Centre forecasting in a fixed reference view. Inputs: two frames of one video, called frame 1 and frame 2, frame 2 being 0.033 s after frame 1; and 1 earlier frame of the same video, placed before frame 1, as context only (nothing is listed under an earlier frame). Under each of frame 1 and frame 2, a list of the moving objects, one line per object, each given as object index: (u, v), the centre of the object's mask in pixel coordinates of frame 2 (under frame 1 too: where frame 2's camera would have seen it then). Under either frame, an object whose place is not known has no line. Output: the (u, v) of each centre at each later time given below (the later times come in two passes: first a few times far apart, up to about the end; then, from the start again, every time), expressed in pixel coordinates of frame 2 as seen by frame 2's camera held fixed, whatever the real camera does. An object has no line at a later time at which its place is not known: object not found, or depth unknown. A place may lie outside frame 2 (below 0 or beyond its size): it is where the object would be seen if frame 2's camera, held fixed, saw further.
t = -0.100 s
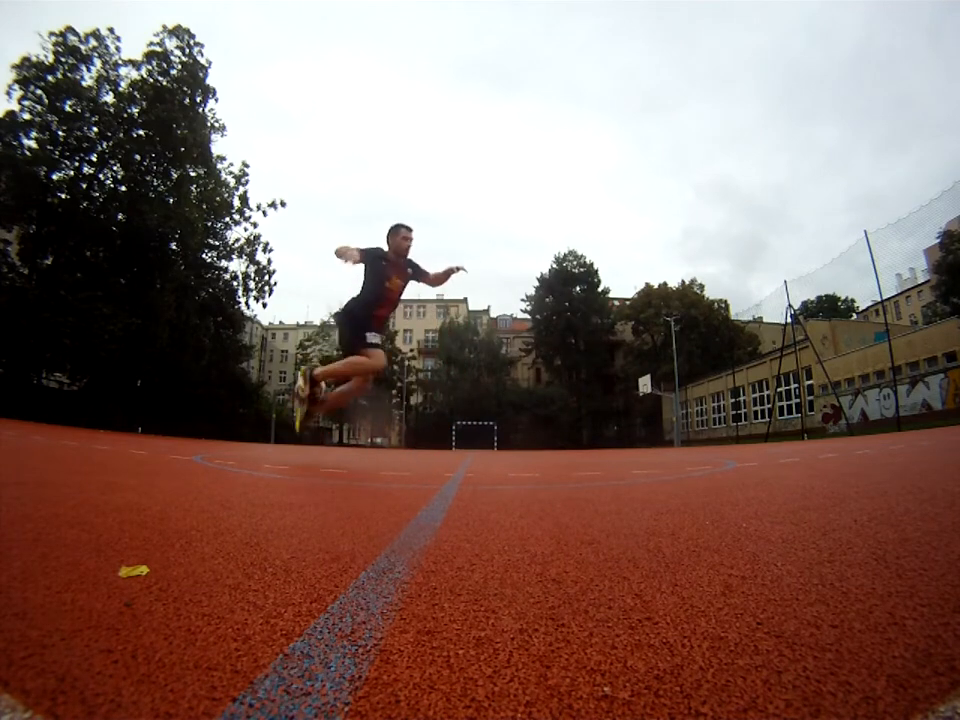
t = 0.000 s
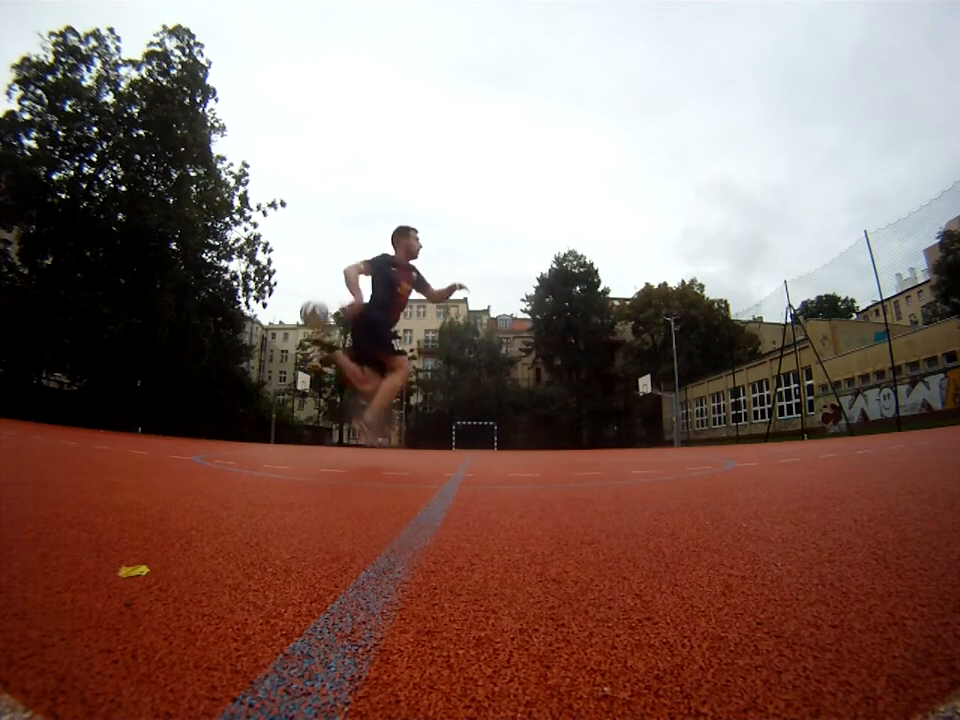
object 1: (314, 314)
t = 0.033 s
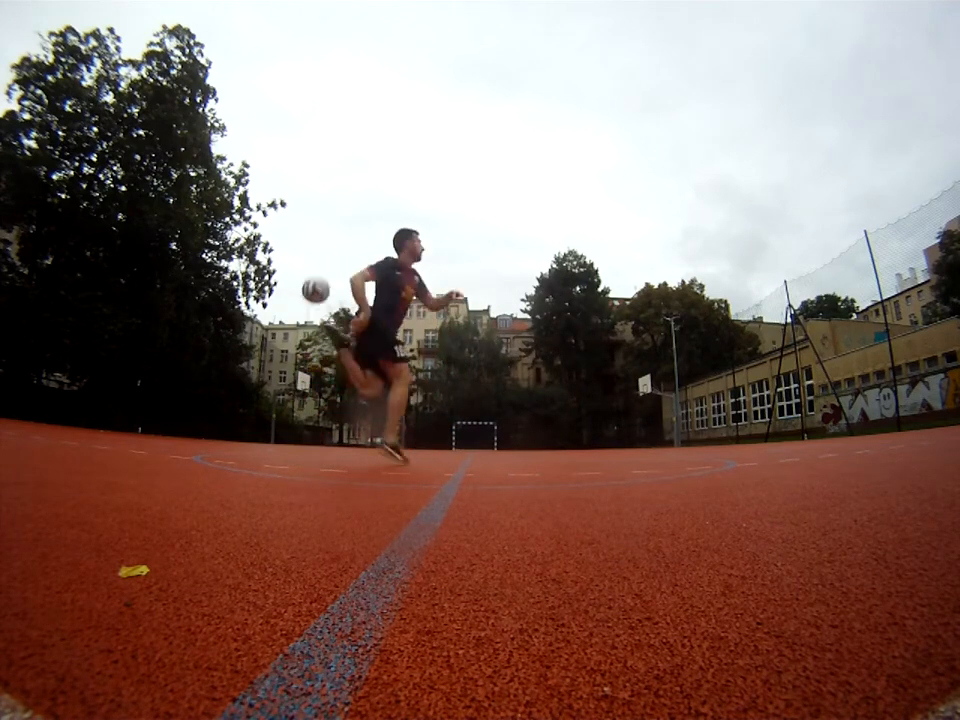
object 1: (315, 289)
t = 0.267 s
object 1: (327, 181)
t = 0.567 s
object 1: (331, 141)
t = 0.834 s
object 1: (323, 170)
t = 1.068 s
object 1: (307, 254)
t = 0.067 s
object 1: (317, 268)
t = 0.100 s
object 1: (319, 249)
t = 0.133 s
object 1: (321, 233)
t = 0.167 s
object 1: (322, 217)
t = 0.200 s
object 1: (324, 204)
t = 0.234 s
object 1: (326, 192)
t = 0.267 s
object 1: (327, 181)
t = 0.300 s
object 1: (328, 172)
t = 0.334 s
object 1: (329, 165)
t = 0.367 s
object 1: (330, 158)
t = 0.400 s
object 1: (330, 153)
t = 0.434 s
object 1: (331, 149)
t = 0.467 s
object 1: (331, 146)
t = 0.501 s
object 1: (331, 143)
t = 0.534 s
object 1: (331, 142)
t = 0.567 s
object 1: (331, 141)
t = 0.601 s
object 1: (330, 142)
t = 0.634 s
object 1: (330, 143)
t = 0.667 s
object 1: (329, 145)
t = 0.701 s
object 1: (328, 149)
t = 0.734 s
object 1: (327, 153)
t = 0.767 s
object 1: (326, 158)
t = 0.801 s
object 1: (324, 163)
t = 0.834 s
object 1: (323, 170)
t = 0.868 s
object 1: (321, 178)
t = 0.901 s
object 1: (318, 188)
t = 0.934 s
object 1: (316, 199)
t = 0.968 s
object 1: (314, 210)
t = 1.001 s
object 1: (312, 223)
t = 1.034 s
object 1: (309, 238)
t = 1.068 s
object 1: (307, 254)
